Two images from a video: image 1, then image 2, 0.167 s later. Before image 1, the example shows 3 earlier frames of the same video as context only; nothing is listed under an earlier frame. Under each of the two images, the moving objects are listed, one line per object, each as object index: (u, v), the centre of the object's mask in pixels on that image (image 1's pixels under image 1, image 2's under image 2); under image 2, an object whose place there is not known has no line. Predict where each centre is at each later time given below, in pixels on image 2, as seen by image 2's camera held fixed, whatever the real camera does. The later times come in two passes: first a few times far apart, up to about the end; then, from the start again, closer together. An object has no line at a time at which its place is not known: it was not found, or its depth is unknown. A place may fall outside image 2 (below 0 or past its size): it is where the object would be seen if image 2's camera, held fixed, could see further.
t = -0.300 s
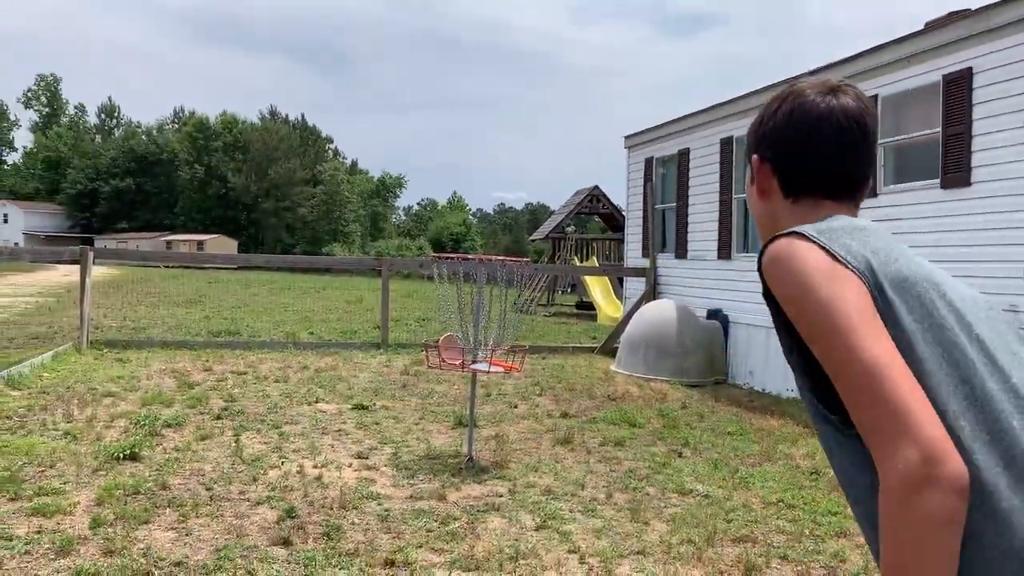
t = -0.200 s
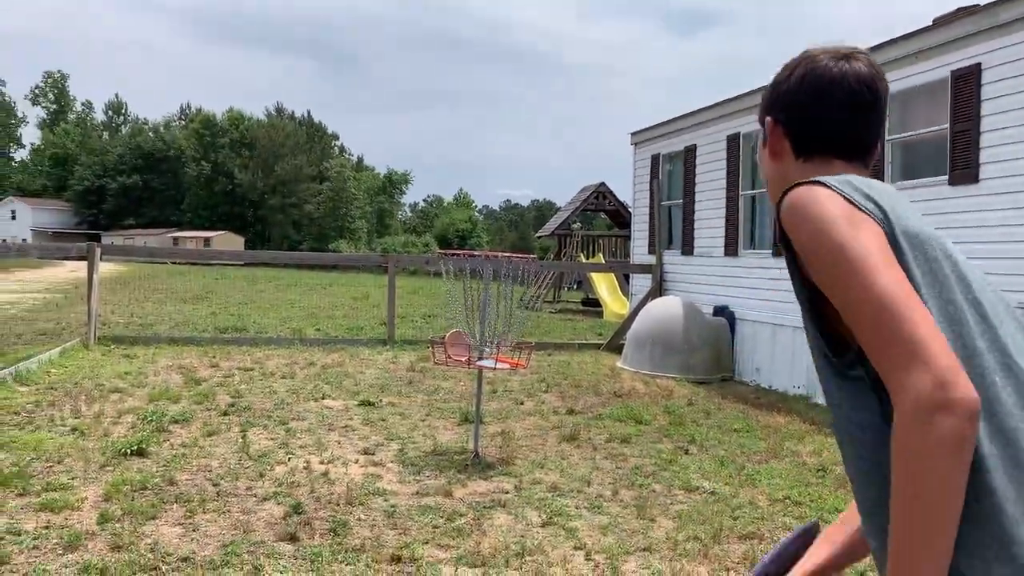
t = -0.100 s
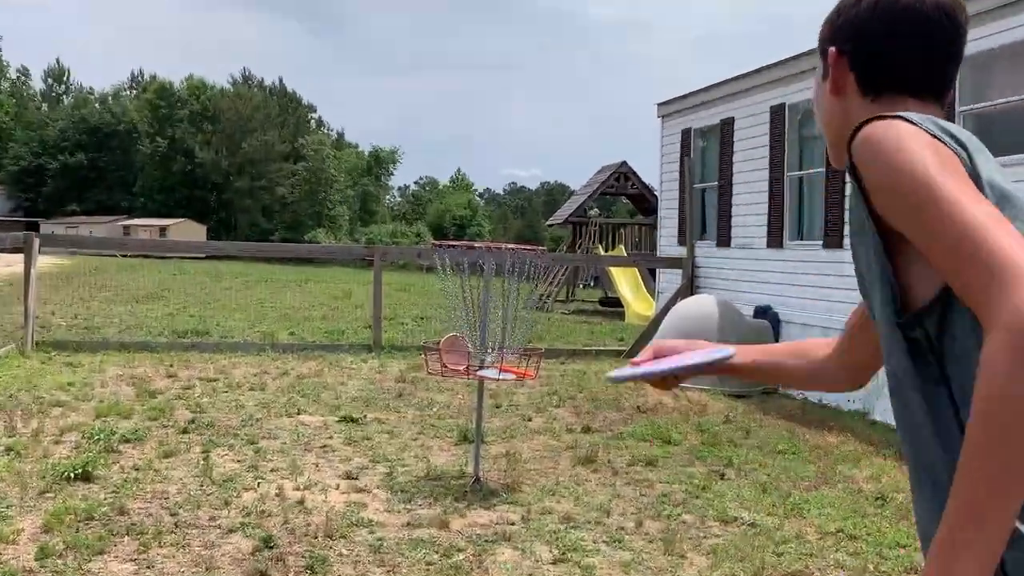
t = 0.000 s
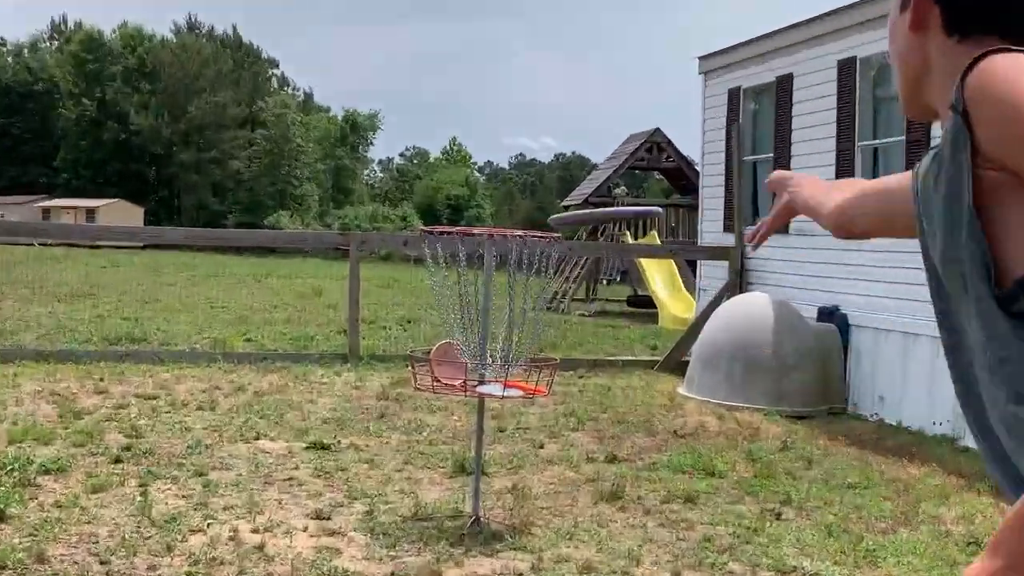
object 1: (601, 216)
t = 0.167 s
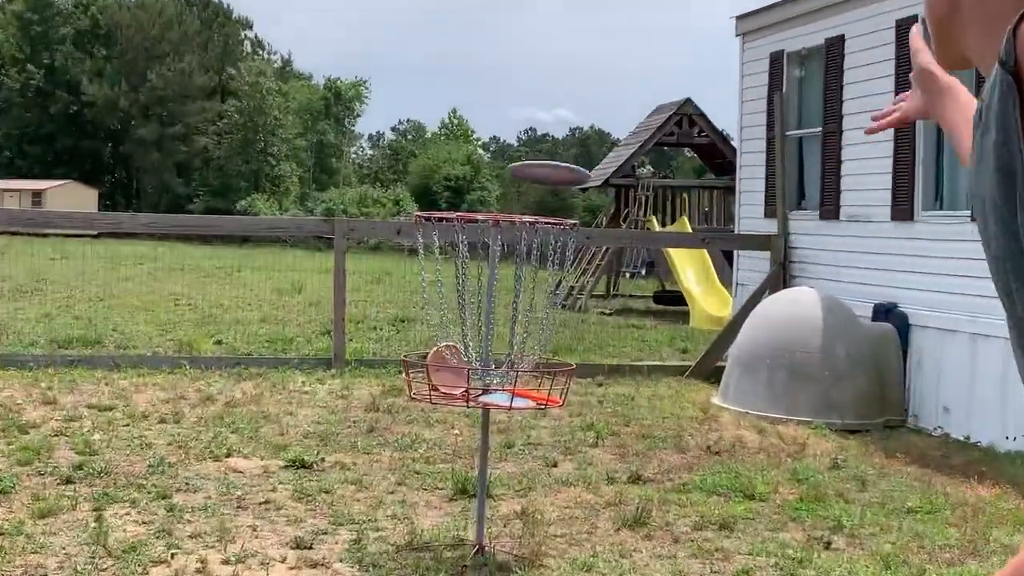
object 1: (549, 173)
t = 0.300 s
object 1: (515, 229)
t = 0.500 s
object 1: (462, 291)
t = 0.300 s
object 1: (515, 229)
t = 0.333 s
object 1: (509, 246)
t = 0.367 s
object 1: (506, 262)
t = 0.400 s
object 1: (497, 273)
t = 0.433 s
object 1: (484, 280)
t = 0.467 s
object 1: (469, 287)
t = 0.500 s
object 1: (462, 291)
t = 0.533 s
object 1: (459, 295)
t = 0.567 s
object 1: (457, 296)
